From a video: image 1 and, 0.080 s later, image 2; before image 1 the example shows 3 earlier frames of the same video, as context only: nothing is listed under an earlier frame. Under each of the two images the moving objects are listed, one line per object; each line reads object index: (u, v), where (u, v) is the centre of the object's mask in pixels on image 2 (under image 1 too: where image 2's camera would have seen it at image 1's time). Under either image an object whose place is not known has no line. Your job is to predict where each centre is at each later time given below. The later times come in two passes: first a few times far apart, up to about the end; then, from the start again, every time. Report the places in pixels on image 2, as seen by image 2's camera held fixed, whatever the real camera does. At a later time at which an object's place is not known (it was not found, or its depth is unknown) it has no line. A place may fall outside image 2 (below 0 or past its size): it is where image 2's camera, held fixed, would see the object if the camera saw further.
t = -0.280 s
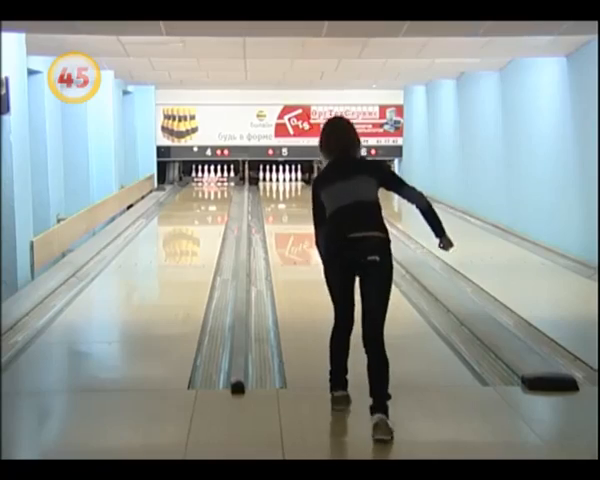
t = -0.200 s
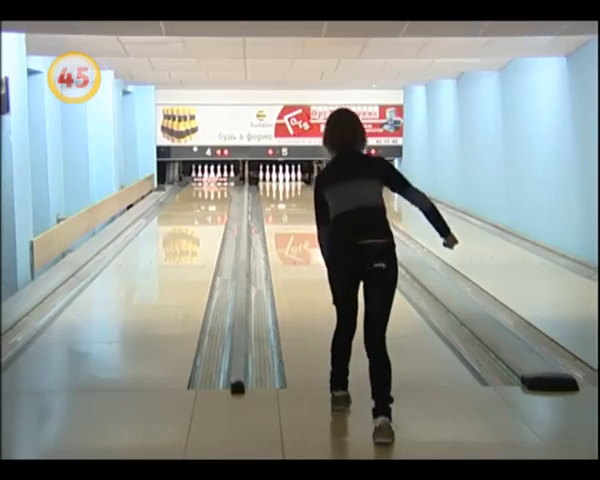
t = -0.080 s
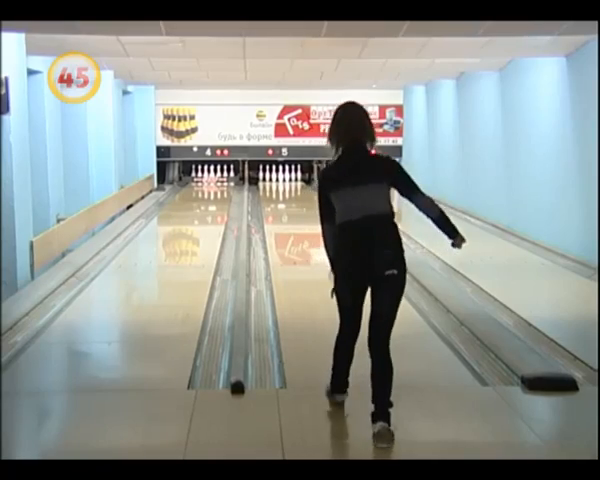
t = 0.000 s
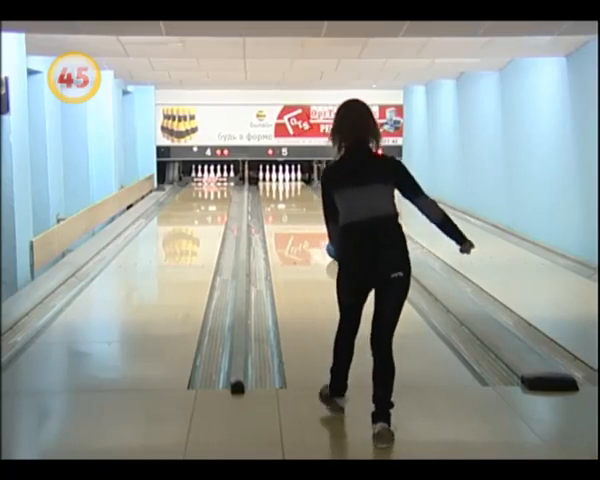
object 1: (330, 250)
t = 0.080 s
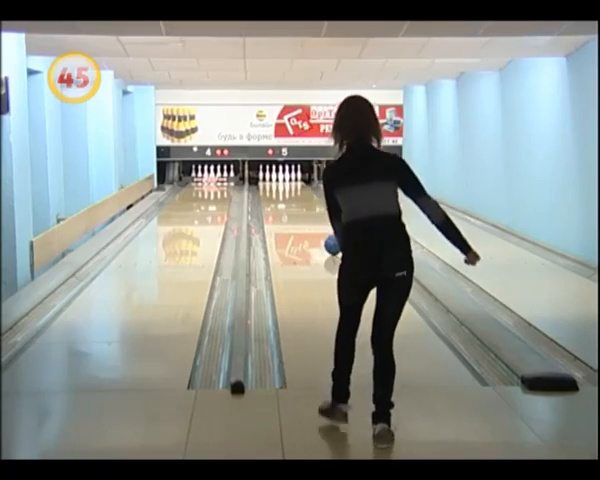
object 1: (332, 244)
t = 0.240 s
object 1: (329, 236)
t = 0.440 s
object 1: (324, 228)
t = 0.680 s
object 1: (316, 219)
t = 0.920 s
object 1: (315, 213)
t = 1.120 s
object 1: (312, 209)
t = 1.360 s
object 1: (308, 204)
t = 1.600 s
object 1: (305, 201)
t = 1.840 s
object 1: (302, 197)
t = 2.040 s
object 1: (300, 194)
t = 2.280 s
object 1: (298, 191)
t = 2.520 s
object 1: (296, 189)
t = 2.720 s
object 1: (294, 186)
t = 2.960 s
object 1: (292, 184)
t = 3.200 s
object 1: (291, 181)
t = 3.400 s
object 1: (289, 180)
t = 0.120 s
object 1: (332, 242)
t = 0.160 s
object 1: (331, 240)
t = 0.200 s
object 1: (330, 238)
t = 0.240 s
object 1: (329, 236)
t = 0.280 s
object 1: (329, 235)
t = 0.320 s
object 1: (328, 233)
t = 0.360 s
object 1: (327, 231)
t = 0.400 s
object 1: (326, 230)
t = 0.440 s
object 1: (324, 228)
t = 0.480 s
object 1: (322, 227)
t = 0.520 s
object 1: (320, 225)
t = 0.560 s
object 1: (318, 224)
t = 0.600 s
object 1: (317, 221)
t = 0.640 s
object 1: (317, 220)
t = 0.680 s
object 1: (316, 219)
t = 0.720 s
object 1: (315, 218)
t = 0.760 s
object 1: (315, 217)
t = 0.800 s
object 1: (315, 216)
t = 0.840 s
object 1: (315, 214)
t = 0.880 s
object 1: (316, 214)
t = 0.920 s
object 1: (315, 213)
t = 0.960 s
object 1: (314, 212)
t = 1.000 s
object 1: (314, 211)
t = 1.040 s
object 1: (313, 210)
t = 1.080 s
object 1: (312, 210)
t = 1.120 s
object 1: (312, 209)
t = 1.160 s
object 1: (311, 208)
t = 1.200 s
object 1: (311, 207)
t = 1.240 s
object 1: (310, 206)
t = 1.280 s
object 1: (309, 206)
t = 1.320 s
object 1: (309, 205)
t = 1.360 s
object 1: (308, 204)
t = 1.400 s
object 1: (308, 203)
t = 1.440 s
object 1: (307, 203)
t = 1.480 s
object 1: (307, 203)
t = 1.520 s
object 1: (306, 202)
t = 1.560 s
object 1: (306, 201)
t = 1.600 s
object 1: (305, 201)
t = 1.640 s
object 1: (305, 200)
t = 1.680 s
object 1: (304, 199)
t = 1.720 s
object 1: (304, 199)
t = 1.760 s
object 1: (303, 198)
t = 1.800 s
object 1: (303, 198)
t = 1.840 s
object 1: (302, 197)
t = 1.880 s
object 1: (302, 197)
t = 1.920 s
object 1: (301, 196)
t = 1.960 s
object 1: (301, 196)
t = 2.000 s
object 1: (301, 195)
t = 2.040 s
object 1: (300, 194)
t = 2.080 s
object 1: (300, 194)
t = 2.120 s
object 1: (300, 194)
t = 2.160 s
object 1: (299, 193)
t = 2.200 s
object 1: (299, 192)
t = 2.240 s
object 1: (299, 192)
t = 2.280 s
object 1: (298, 191)
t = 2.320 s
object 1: (298, 191)
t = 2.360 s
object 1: (297, 190)
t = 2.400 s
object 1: (297, 190)
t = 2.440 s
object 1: (297, 189)
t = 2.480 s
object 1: (296, 189)
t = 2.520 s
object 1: (296, 189)
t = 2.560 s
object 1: (295, 188)
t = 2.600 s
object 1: (295, 188)
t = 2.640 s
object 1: (295, 187)
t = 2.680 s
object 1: (294, 187)
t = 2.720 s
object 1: (294, 186)
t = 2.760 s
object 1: (293, 186)
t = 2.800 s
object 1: (293, 185)
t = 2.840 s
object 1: (293, 185)
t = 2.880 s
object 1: (292, 185)
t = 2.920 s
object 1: (292, 184)
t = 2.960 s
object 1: (292, 184)
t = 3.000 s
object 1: (292, 183)
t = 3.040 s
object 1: (291, 183)
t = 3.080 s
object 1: (291, 182)
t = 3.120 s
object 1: (291, 182)
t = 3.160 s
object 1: (291, 181)
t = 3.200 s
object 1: (291, 181)
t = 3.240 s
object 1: (290, 181)
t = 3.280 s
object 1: (290, 180)
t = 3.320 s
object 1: (290, 180)
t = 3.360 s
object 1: (289, 180)
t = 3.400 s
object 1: (289, 180)
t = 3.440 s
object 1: (288, 179)
